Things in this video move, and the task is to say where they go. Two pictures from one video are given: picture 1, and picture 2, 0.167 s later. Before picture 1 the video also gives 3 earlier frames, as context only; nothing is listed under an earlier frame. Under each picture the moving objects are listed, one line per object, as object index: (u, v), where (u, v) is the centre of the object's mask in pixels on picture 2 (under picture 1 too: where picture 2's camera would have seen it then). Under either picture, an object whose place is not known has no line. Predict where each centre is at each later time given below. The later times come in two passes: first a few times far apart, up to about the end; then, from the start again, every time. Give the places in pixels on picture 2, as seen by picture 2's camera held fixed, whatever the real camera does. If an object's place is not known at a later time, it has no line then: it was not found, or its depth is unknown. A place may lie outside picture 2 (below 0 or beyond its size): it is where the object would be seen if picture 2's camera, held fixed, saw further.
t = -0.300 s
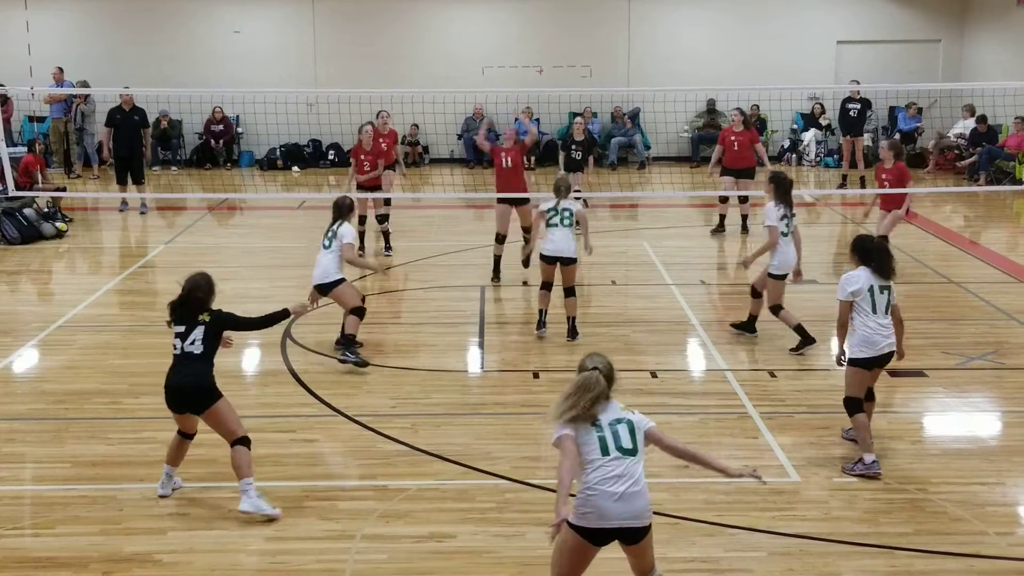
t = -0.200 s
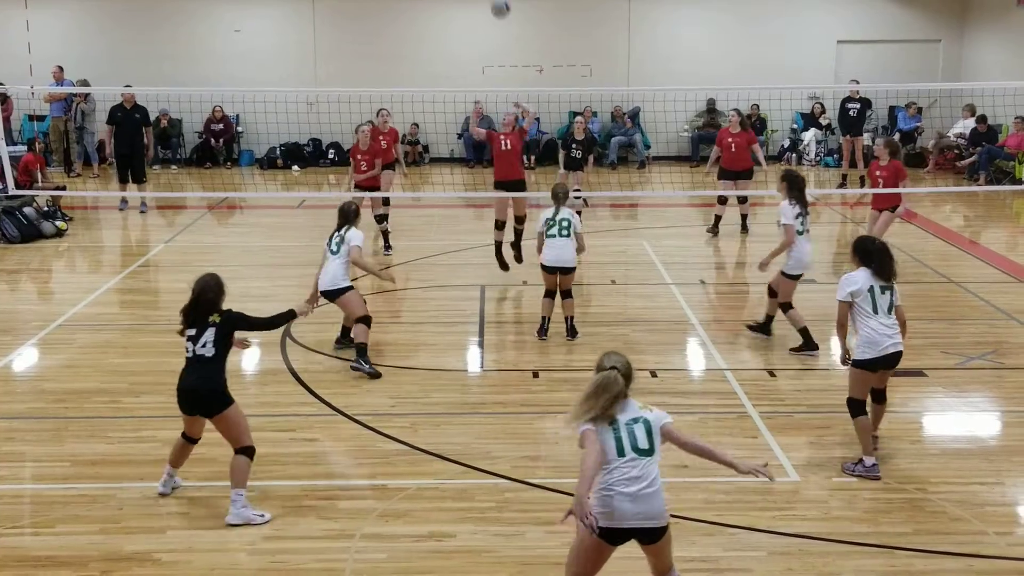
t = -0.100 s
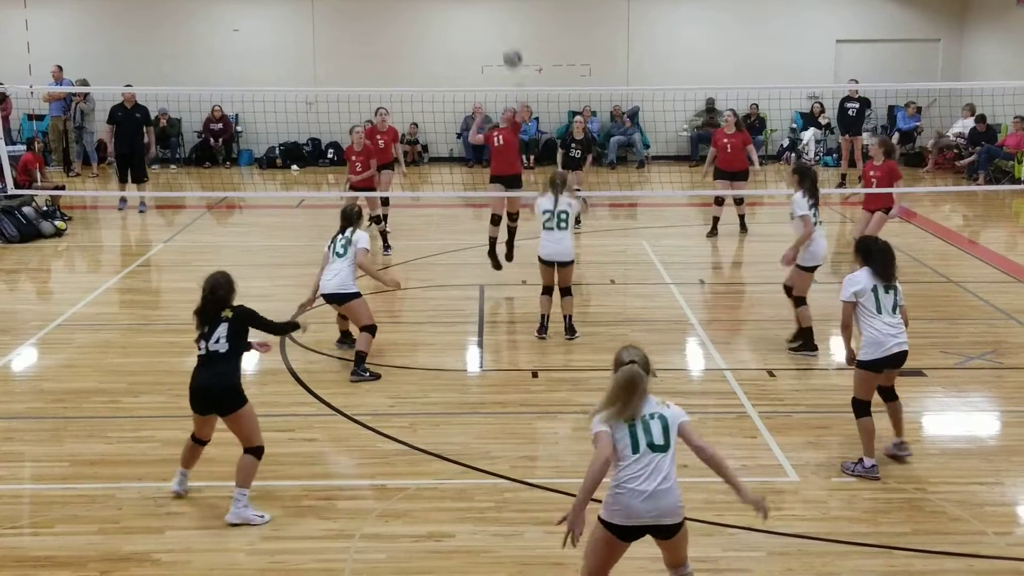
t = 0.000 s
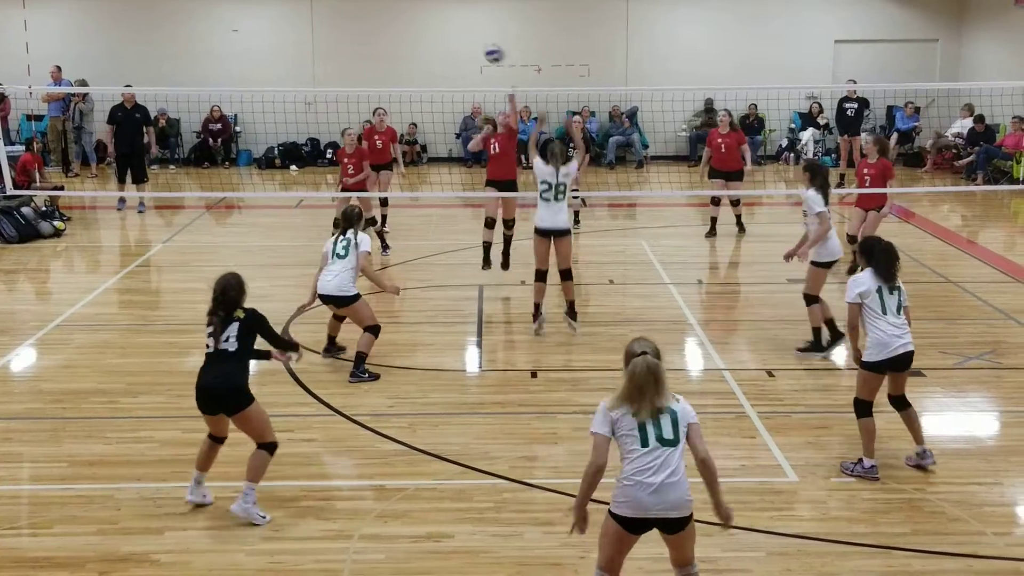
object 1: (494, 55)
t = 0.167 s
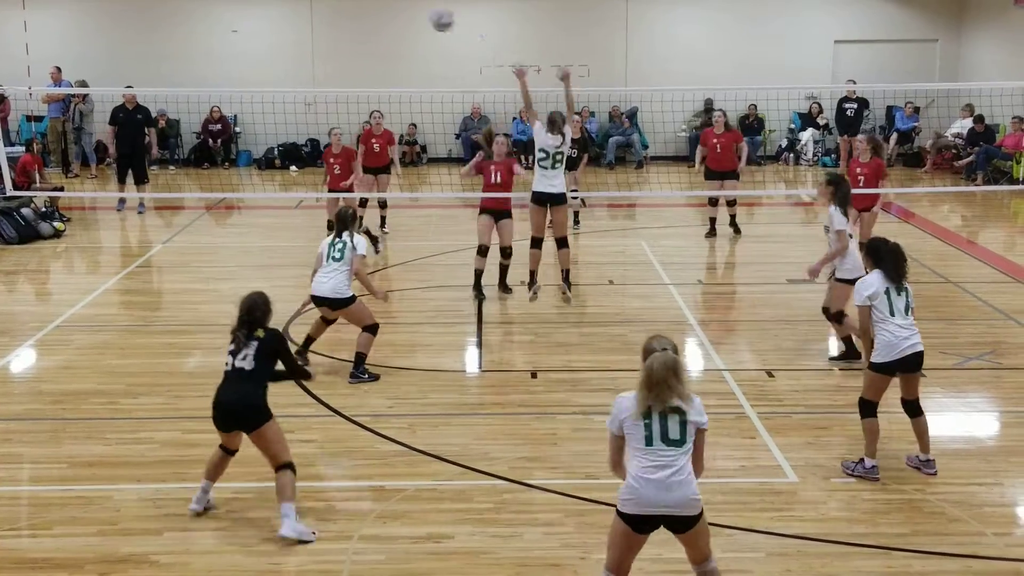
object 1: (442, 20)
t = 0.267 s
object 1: (406, 11)
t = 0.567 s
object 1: (264, 71)
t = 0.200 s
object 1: (431, 16)
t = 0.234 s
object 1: (419, 14)
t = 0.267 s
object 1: (406, 11)
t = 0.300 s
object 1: (393, 11)
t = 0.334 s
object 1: (380, 12)
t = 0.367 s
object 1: (365, 15)
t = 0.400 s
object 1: (351, 20)
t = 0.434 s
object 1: (334, 27)
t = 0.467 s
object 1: (318, 34)
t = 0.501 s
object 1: (301, 43)
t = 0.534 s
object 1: (283, 57)
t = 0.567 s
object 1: (264, 71)
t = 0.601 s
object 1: (246, 86)
